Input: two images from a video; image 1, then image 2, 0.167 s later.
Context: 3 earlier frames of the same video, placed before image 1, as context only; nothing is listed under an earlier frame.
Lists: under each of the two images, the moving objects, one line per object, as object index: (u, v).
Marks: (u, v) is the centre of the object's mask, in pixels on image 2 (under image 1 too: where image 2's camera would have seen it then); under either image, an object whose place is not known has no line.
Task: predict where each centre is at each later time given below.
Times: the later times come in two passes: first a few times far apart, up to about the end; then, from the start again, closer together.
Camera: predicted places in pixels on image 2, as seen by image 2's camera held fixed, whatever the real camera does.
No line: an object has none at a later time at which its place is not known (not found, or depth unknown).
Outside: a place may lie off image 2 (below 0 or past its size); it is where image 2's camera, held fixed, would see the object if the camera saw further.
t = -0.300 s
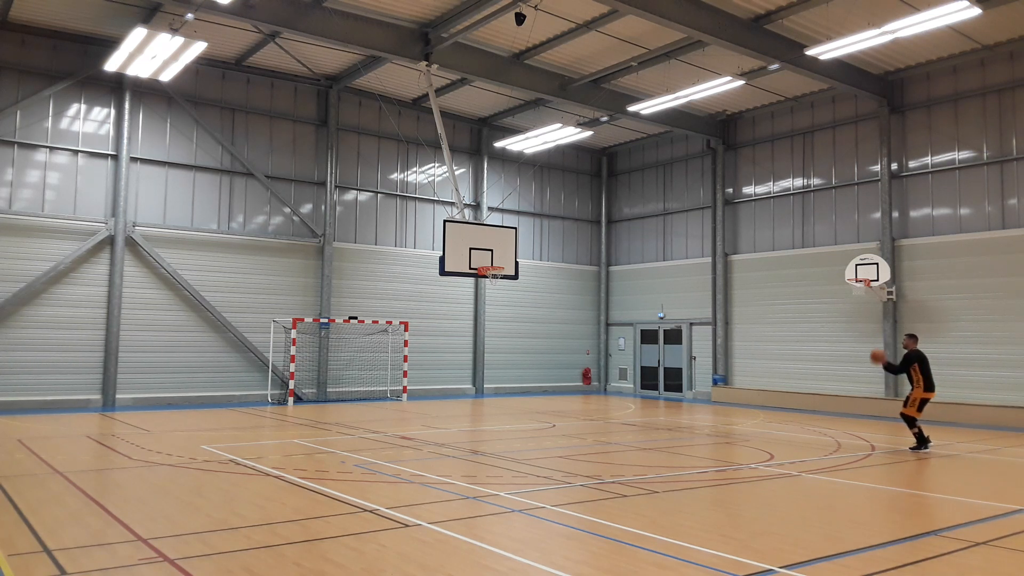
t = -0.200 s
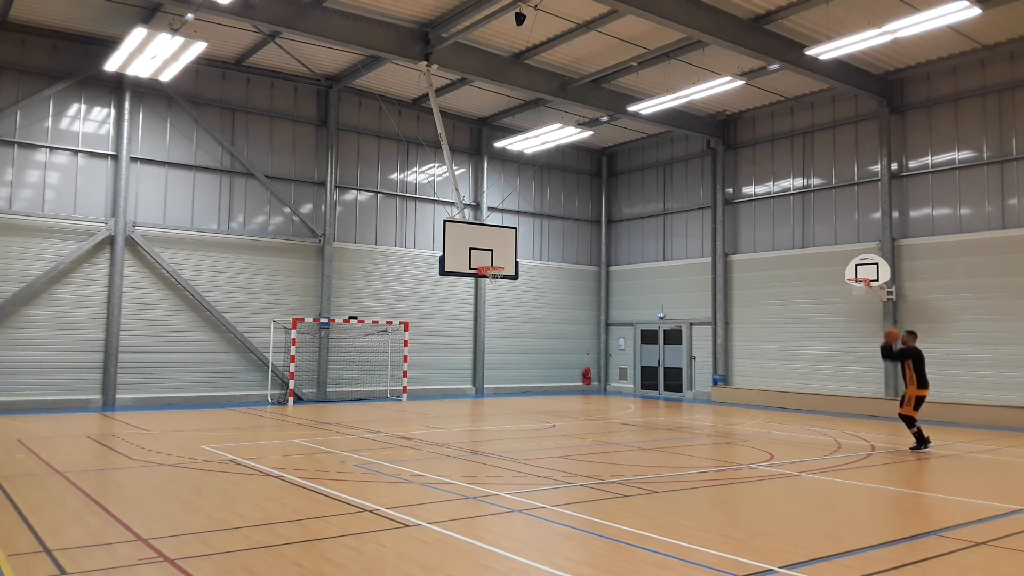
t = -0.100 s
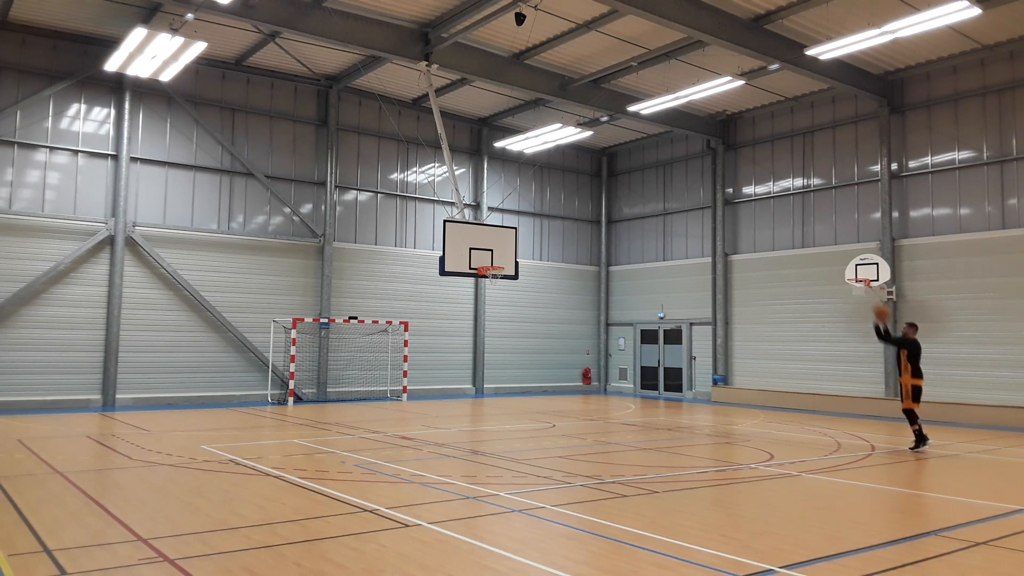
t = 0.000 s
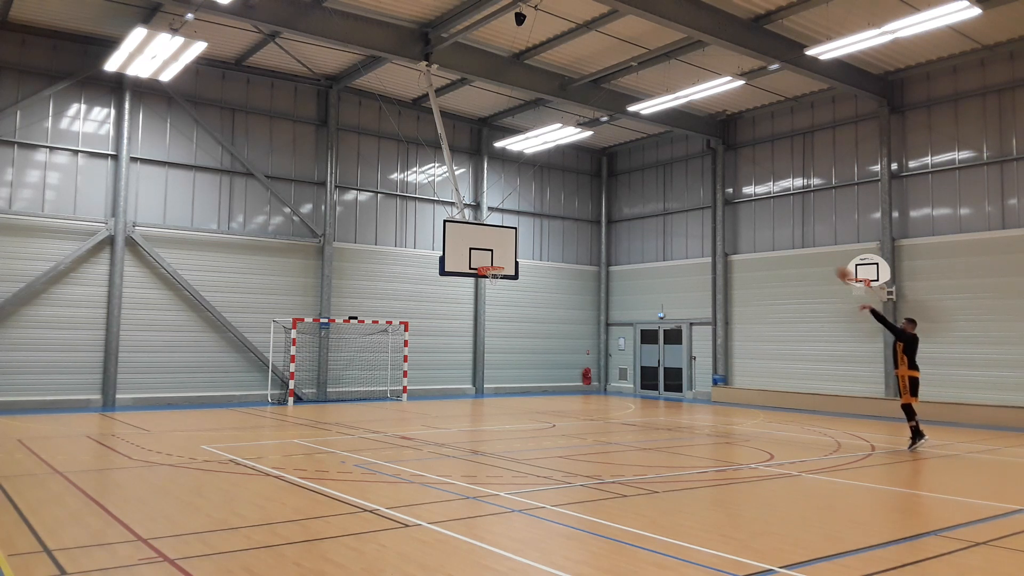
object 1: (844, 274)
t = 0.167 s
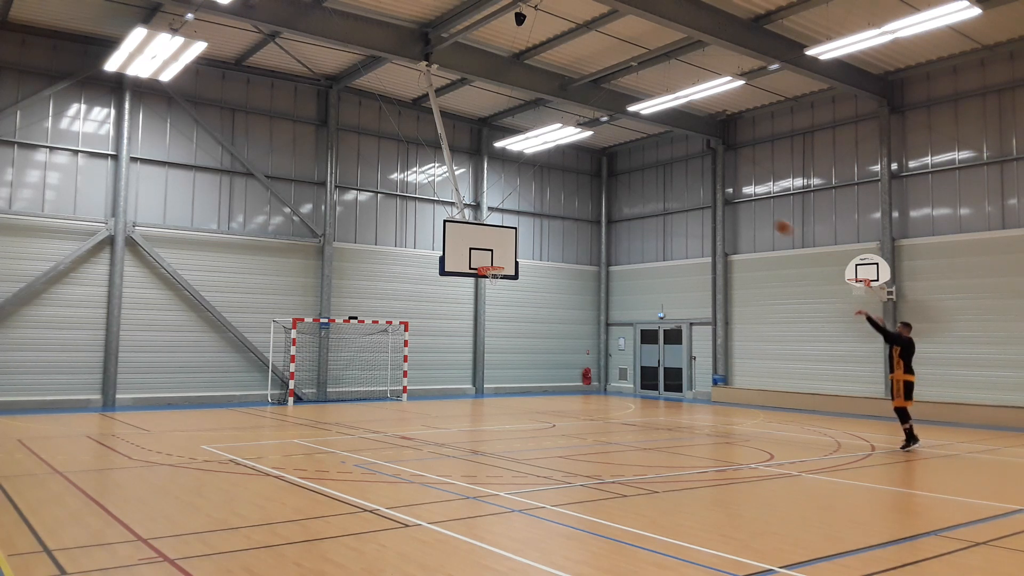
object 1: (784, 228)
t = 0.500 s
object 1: (671, 185)
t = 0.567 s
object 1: (651, 183)
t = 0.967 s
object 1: (538, 221)
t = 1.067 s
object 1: (511, 242)
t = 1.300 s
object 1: (502, 291)
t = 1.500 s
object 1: (526, 336)
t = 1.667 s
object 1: (543, 387)
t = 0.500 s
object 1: (671, 185)
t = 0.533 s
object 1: (661, 184)
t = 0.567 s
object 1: (651, 183)
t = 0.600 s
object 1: (640, 184)
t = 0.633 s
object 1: (631, 184)
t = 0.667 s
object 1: (621, 186)
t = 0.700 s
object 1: (612, 187)
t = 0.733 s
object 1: (602, 190)
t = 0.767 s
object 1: (594, 193)
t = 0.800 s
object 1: (584, 197)
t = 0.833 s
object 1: (574, 200)
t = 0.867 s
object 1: (565, 205)
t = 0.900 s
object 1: (556, 210)
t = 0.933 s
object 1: (547, 215)
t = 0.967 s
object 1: (538, 221)
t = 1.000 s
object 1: (529, 227)
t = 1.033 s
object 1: (521, 235)
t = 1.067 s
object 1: (511, 242)
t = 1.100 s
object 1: (503, 250)
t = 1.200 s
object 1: (491, 275)
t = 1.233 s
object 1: (495, 280)
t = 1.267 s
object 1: (499, 285)
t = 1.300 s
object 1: (502, 291)
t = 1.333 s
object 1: (506, 297)
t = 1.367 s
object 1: (510, 303)
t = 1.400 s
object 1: (514, 310)
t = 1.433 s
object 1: (518, 318)
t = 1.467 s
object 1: (522, 327)
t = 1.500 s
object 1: (526, 336)
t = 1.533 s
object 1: (529, 345)
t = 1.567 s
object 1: (533, 356)
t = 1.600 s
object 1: (536, 366)
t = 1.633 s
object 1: (540, 377)
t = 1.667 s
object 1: (543, 387)
